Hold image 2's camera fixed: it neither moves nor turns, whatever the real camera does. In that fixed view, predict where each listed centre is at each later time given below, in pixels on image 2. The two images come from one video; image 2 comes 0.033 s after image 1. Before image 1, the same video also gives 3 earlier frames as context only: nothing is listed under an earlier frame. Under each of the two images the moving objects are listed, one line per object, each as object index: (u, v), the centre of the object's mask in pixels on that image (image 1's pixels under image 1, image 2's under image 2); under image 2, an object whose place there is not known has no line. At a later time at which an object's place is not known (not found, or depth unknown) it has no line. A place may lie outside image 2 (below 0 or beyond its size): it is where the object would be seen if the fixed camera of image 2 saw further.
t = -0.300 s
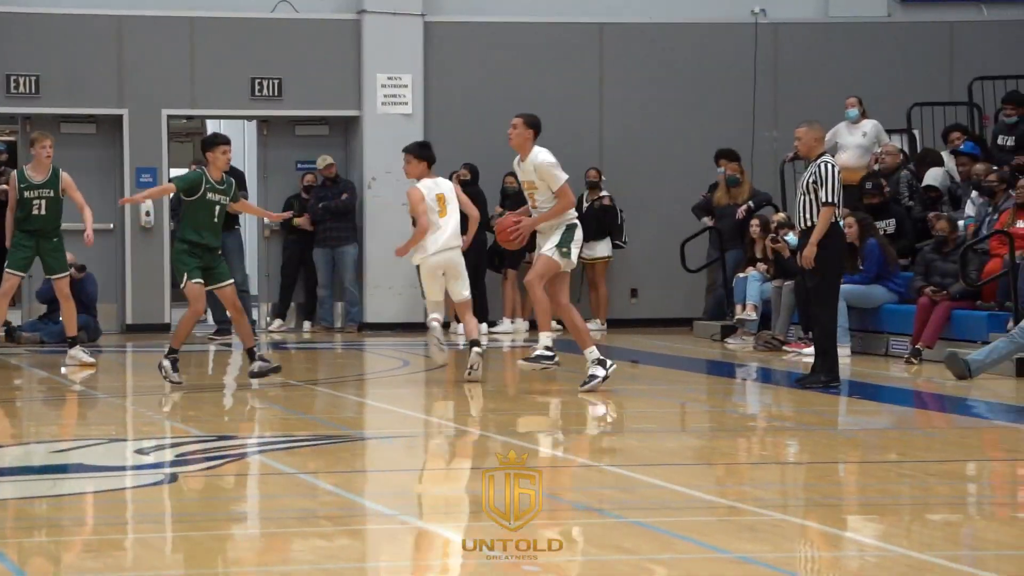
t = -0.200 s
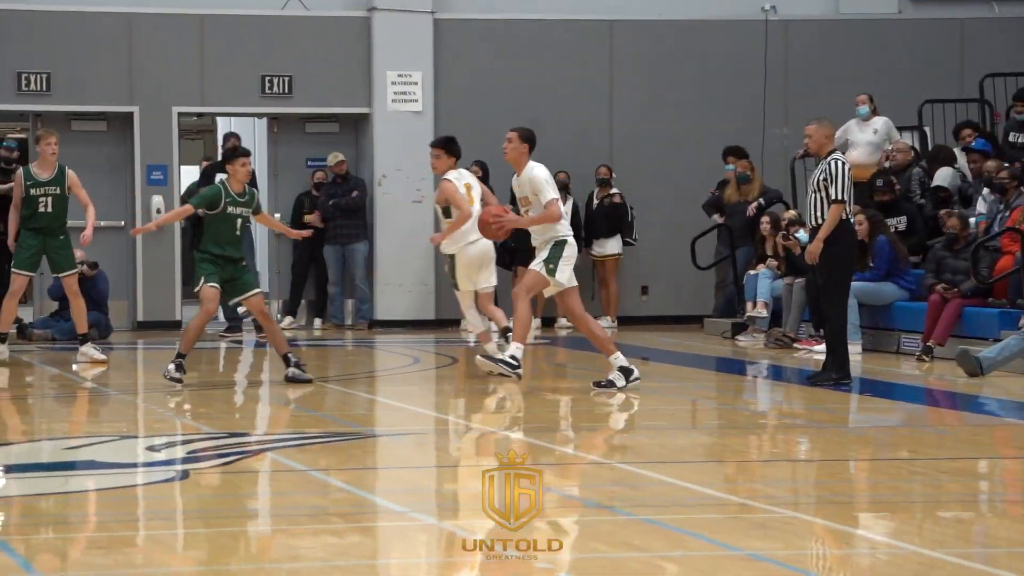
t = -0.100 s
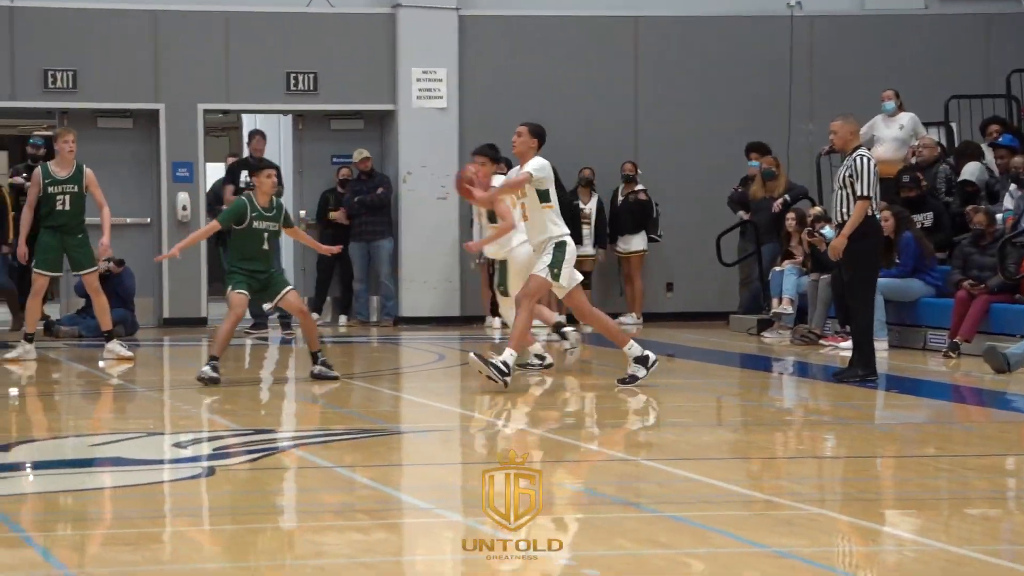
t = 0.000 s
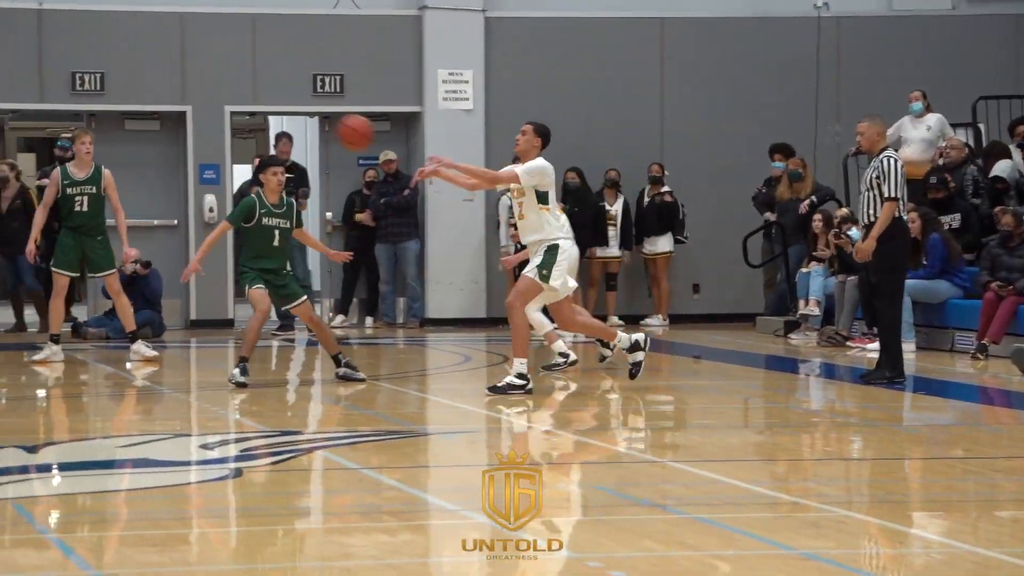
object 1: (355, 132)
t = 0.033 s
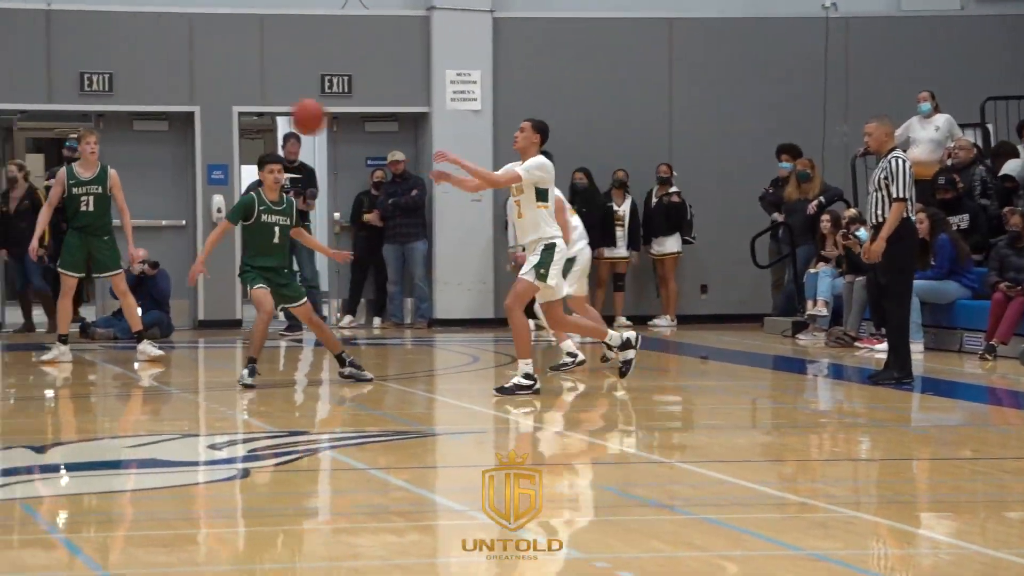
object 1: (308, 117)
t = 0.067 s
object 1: (253, 101)
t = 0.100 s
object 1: (196, 87)
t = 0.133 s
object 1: (138, 75)
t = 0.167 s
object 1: (78, 63)
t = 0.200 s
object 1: (17, 51)
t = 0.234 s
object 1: (-45, 40)
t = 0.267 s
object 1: (-110, 27)
